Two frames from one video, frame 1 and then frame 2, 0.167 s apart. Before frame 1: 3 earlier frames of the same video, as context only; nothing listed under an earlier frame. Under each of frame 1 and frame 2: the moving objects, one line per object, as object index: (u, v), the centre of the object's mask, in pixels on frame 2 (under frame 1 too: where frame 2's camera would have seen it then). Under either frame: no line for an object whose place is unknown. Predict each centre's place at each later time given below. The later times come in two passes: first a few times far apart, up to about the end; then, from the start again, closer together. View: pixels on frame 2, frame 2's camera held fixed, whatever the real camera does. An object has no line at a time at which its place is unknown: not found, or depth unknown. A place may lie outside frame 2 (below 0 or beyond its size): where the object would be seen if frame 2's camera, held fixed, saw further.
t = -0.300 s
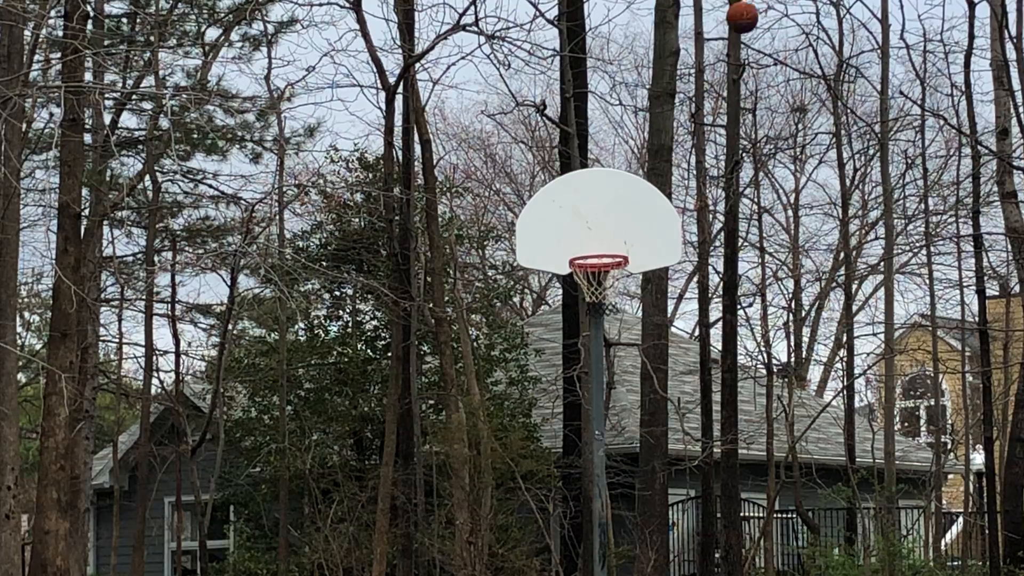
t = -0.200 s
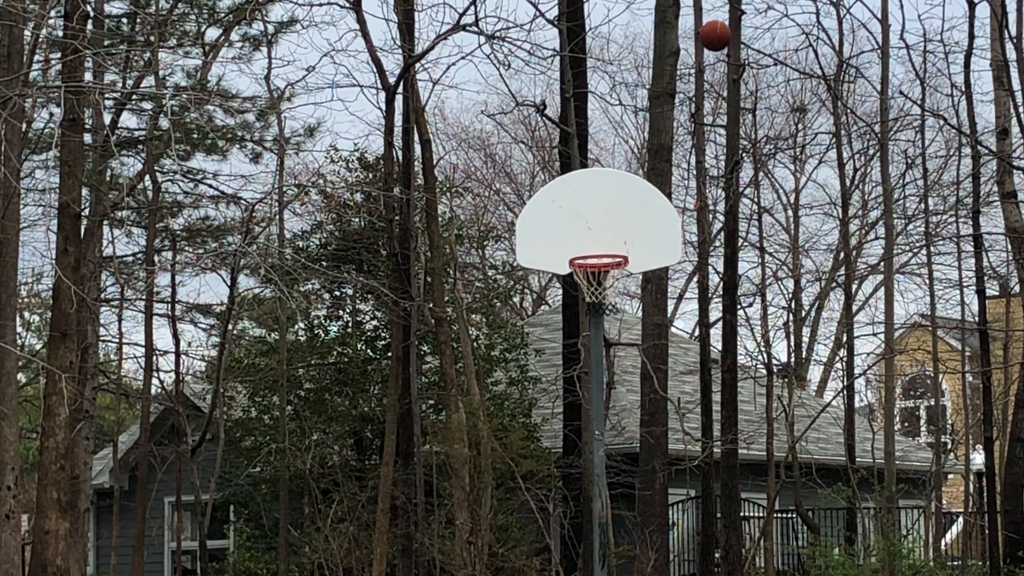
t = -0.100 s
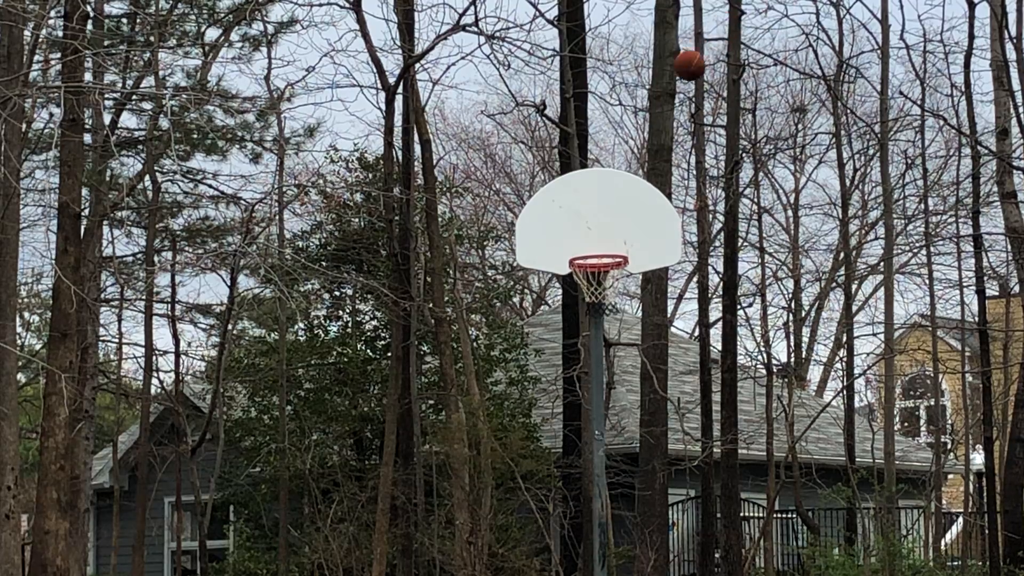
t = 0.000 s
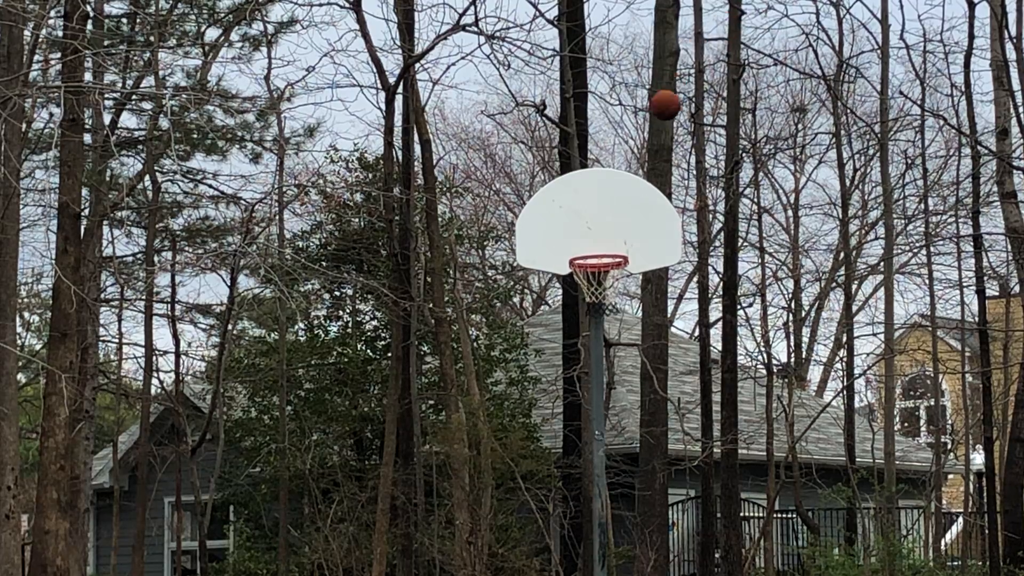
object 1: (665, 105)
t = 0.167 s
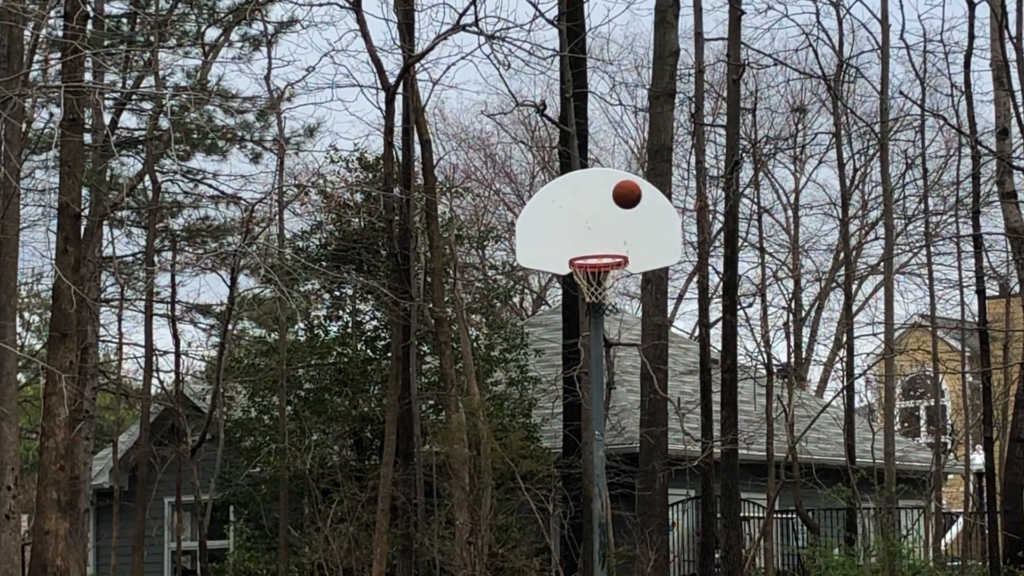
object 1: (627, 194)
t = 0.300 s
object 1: (596, 274)
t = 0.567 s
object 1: (554, 332)
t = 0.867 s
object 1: (521, 479)
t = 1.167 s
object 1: (515, 535)
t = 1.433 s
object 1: (543, 415)
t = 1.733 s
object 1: (577, 389)
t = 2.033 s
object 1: (616, 483)
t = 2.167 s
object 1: (634, 563)
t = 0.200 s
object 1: (619, 215)
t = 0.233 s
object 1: (612, 237)
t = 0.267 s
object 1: (605, 260)
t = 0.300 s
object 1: (596, 274)
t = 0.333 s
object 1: (585, 285)
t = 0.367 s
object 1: (577, 292)
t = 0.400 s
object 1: (574, 300)
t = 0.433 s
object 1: (570, 303)
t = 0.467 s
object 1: (565, 308)
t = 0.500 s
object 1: (562, 315)
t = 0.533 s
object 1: (558, 323)
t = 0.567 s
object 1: (554, 332)
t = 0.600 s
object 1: (551, 343)
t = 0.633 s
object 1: (547, 355)
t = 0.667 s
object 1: (544, 368)
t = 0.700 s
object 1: (540, 383)
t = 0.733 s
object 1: (536, 399)
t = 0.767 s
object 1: (532, 417)
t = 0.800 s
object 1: (529, 437)
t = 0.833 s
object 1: (525, 457)
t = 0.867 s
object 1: (521, 479)
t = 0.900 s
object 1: (517, 503)
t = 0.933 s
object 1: (514, 528)
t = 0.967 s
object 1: (510, 556)
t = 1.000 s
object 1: (506, 573)
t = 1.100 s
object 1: (508, 571)
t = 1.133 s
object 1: (511, 555)
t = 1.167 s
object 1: (515, 535)
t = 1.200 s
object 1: (518, 515)
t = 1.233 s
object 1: (521, 496)
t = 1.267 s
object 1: (525, 479)
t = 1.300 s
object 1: (528, 463)
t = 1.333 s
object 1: (531, 449)
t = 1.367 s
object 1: (535, 436)
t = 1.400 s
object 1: (539, 425)
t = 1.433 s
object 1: (543, 415)
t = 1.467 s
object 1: (546, 406)
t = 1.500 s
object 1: (550, 399)
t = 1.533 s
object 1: (554, 393)
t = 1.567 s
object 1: (558, 389)
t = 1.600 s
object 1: (561, 386)
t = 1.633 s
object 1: (565, 385)
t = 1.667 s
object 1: (569, 385)
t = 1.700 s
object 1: (573, 386)
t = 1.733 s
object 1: (577, 389)
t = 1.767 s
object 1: (581, 393)
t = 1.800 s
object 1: (585, 399)
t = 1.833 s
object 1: (590, 407)
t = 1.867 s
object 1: (594, 415)
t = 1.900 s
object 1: (598, 426)
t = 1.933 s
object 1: (602, 438)
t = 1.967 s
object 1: (607, 451)
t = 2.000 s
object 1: (611, 466)
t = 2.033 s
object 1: (616, 483)
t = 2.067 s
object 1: (620, 502)
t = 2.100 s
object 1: (625, 521)
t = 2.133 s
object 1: (629, 543)
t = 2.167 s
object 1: (634, 563)
